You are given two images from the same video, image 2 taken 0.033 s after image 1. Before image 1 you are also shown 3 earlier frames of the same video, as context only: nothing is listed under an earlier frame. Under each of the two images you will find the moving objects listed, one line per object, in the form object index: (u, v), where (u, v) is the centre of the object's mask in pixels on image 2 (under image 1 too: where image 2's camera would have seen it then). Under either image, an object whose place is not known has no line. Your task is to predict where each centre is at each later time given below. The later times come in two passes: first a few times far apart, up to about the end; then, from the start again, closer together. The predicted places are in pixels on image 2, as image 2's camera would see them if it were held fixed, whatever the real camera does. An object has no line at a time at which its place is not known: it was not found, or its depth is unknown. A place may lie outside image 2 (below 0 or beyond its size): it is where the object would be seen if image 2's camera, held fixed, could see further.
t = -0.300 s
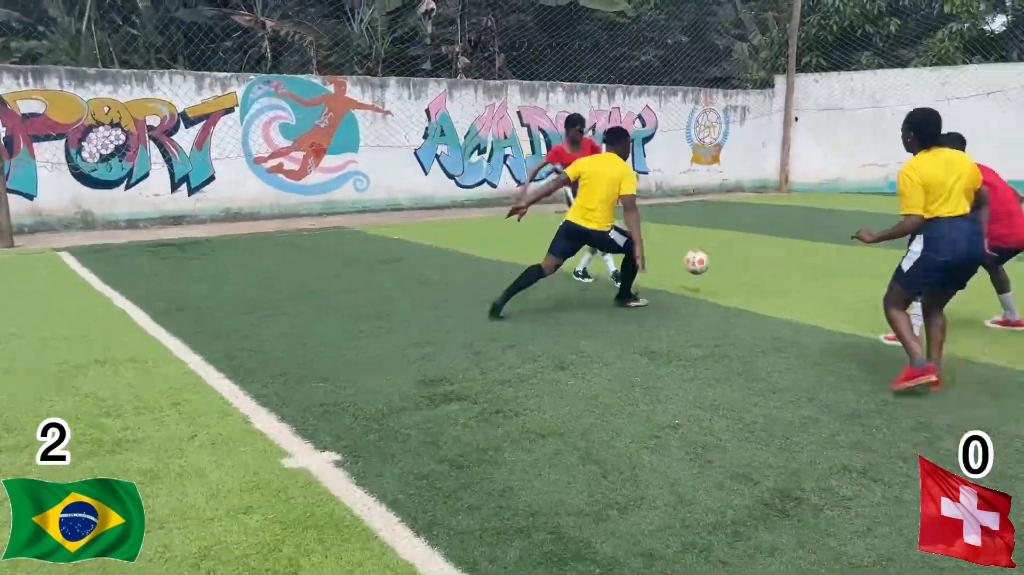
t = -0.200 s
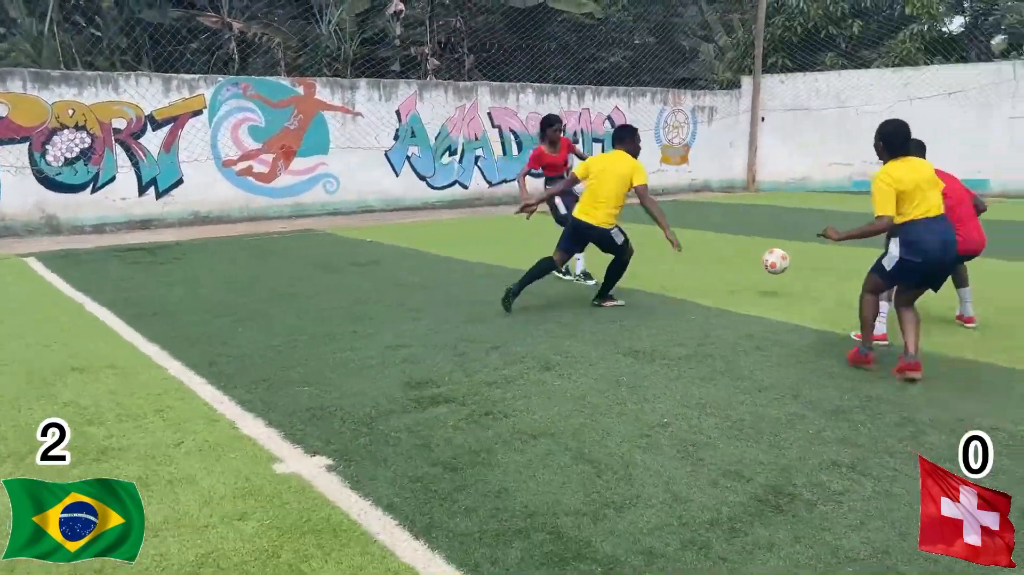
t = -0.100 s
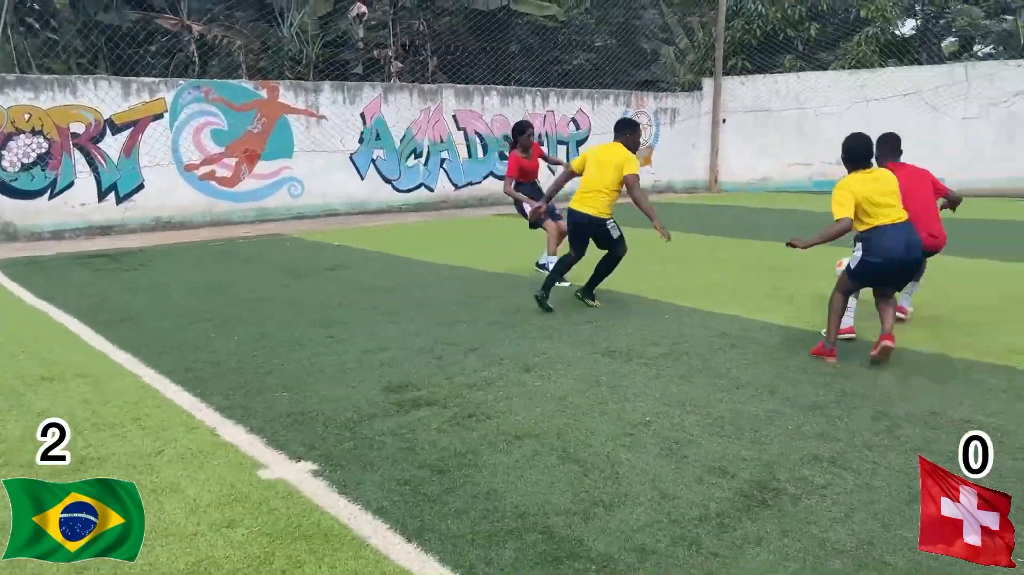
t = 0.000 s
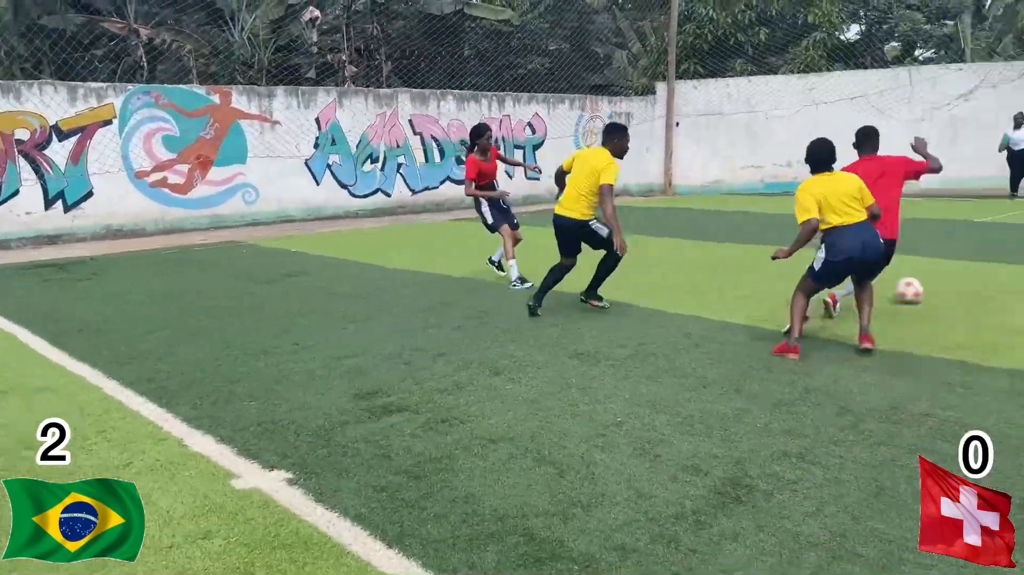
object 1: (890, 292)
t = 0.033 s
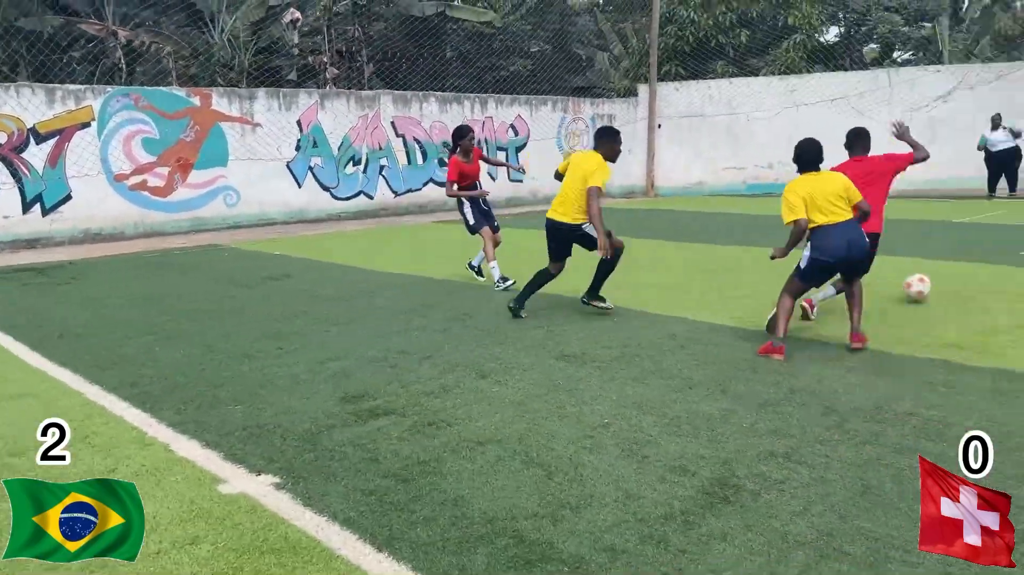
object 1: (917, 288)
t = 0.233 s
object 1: (1070, 274)
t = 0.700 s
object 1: (1372, 283)
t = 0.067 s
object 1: (943, 281)
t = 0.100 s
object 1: (968, 276)
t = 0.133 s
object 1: (993, 273)
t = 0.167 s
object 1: (1018, 272)
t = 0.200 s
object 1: (1043, 272)
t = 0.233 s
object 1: (1070, 274)
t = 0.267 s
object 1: (1095, 277)
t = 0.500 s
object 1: (1253, 269)
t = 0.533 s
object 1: (1274, 267)
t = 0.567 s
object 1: (1295, 267)
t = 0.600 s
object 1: (1313, 269)
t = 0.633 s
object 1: (1332, 271)
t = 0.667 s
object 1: (1352, 275)
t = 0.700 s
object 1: (1372, 283)
